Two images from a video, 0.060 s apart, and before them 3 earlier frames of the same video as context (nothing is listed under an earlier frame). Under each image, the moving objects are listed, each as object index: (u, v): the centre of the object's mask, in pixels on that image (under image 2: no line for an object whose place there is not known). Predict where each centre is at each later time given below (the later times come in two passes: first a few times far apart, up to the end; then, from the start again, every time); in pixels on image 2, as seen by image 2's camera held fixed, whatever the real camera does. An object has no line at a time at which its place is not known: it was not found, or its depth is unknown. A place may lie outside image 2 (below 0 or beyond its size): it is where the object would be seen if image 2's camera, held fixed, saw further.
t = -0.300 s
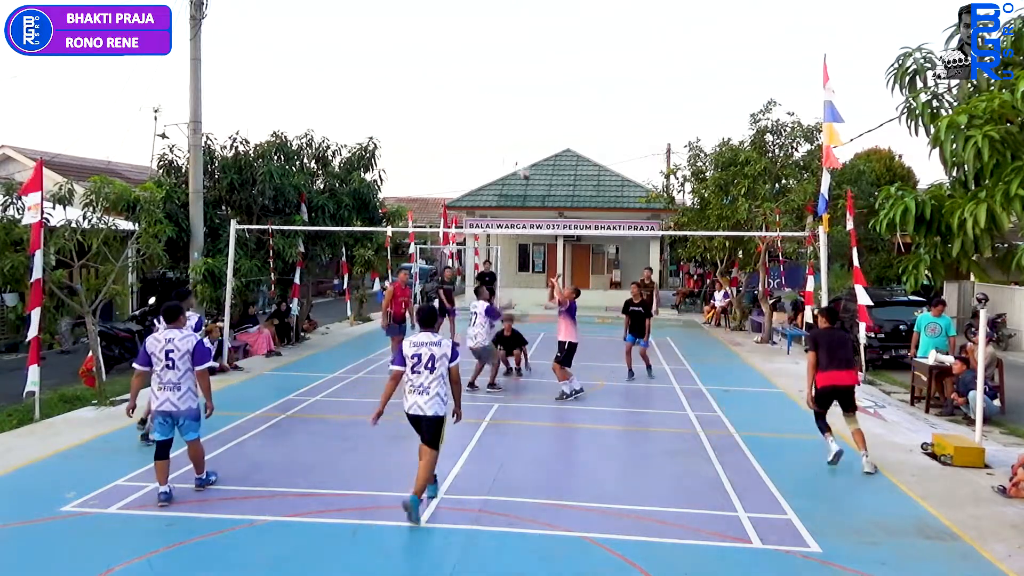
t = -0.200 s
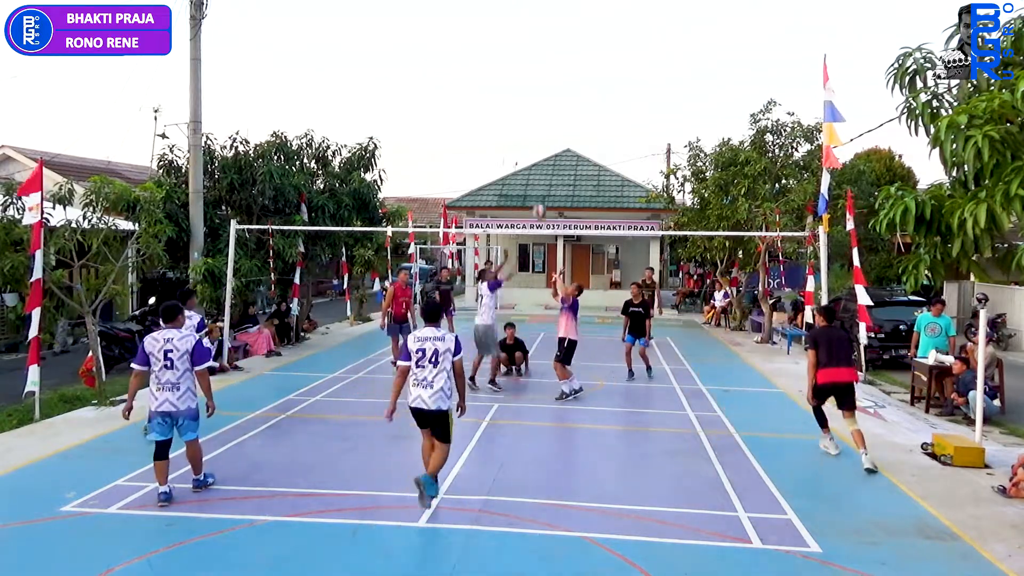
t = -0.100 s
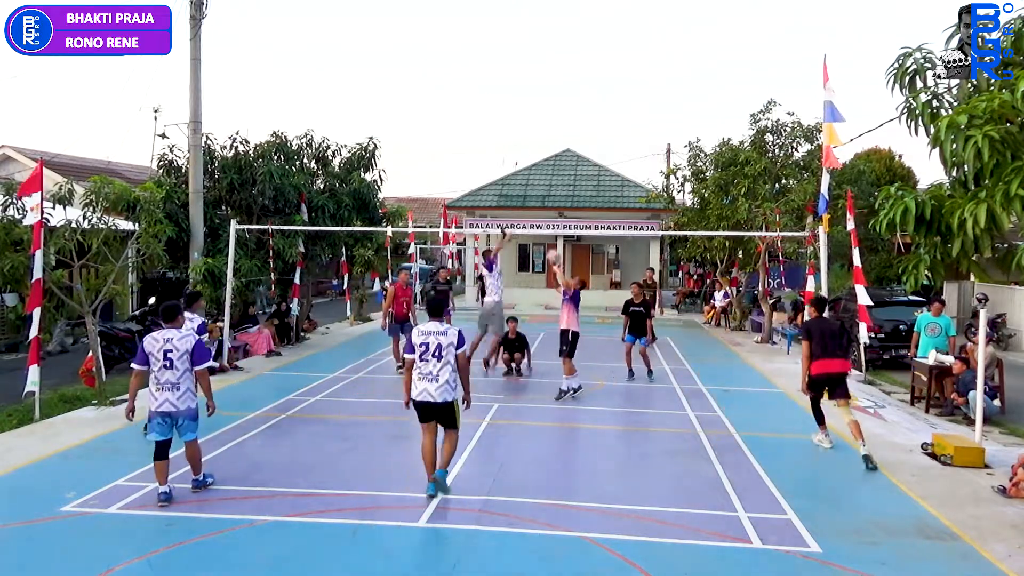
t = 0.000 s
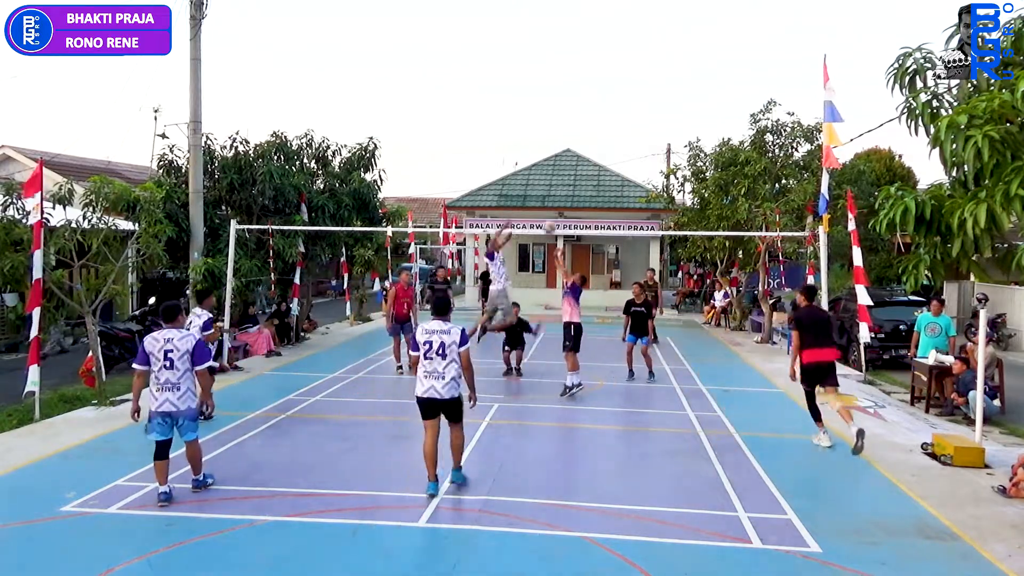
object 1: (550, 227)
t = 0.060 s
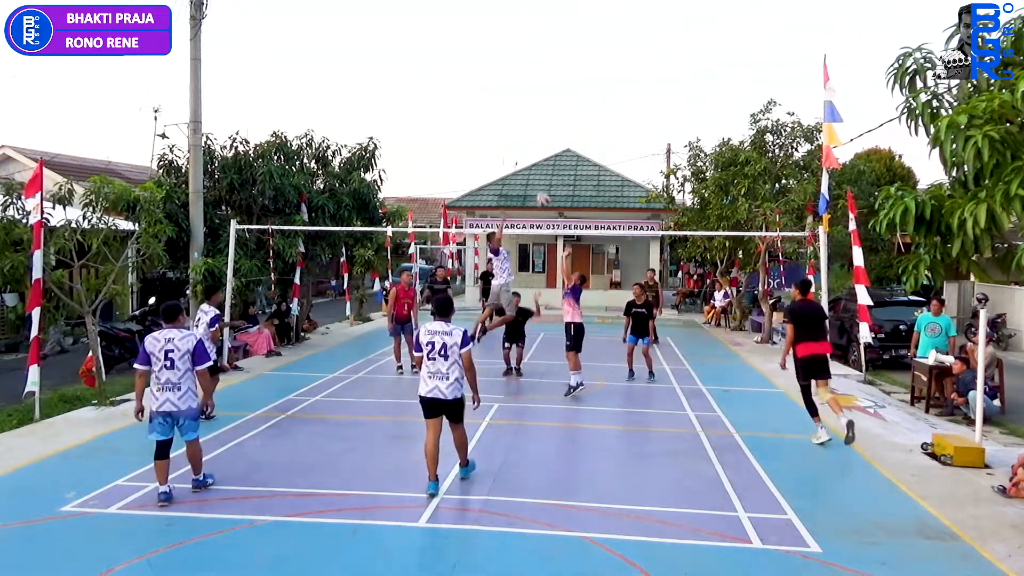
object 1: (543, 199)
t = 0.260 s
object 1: (522, 131)
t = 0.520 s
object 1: (496, 84)
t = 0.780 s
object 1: (469, 83)
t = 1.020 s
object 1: (444, 123)
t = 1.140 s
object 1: (433, 157)
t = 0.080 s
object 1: (541, 192)
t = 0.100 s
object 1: (540, 184)
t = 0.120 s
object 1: (537, 176)
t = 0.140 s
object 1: (535, 169)
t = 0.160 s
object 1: (533, 162)
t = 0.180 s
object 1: (531, 155)
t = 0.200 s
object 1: (529, 149)
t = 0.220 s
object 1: (527, 143)
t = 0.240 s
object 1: (525, 137)
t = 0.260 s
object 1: (522, 131)
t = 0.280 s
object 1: (521, 126)
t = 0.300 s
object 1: (518, 120)
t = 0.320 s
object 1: (516, 116)
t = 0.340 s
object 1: (514, 111)
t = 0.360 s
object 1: (512, 107)
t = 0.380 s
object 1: (510, 103)
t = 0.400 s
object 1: (508, 100)
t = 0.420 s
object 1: (506, 96)
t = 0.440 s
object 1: (504, 93)
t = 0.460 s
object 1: (502, 91)
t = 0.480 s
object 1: (500, 88)
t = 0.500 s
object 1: (498, 86)
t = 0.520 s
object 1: (496, 84)
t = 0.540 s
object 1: (494, 82)
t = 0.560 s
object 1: (491, 81)
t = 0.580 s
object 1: (490, 79)
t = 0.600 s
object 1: (487, 79)
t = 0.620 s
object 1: (485, 78)
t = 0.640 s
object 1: (483, 78)
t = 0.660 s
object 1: (481, 77)
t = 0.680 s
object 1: (479, 78)
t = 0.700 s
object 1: (477, 78)
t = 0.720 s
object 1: (475, 79)
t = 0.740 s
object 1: (473, 80)
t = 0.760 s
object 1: (471, 82)
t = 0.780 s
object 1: (469, 83)
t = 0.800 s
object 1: (466, 85)
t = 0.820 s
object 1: (464, 87)
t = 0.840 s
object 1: (462, 89)
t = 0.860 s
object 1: (460, 92)
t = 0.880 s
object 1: (458, 95)
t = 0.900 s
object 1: (457, 98)
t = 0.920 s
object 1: (455, 102)
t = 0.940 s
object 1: (453, 105)
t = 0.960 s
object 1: (451, 109)
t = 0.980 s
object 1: (449, 114)
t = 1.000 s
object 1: (447, 118)
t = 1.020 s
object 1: (444, 123)
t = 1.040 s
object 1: (443, 128)
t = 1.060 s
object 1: (441, 133)
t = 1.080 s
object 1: (439, 139)
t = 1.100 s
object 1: (437, 145)
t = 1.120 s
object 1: (435, 151)
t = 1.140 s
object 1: (433, 157)
